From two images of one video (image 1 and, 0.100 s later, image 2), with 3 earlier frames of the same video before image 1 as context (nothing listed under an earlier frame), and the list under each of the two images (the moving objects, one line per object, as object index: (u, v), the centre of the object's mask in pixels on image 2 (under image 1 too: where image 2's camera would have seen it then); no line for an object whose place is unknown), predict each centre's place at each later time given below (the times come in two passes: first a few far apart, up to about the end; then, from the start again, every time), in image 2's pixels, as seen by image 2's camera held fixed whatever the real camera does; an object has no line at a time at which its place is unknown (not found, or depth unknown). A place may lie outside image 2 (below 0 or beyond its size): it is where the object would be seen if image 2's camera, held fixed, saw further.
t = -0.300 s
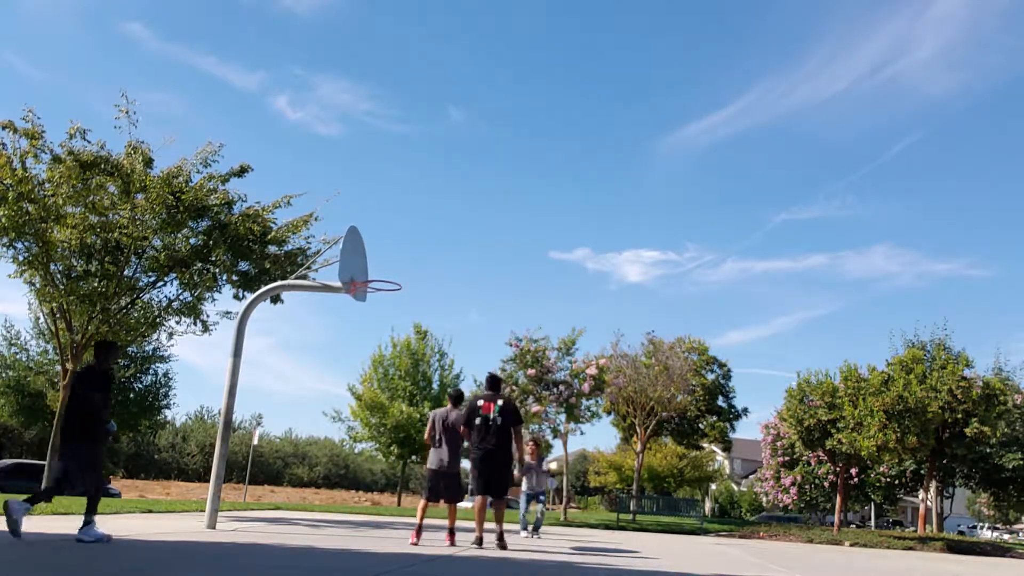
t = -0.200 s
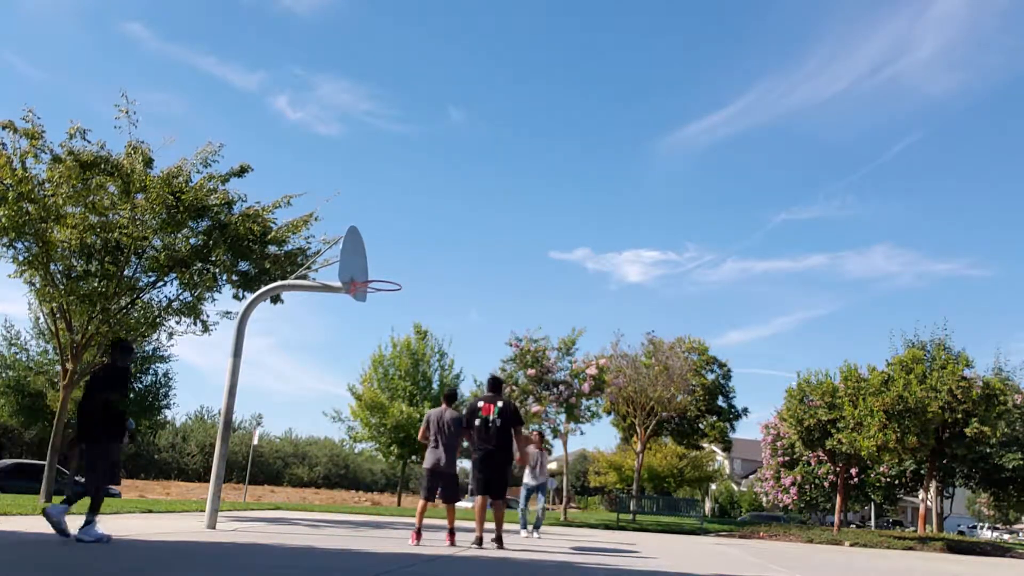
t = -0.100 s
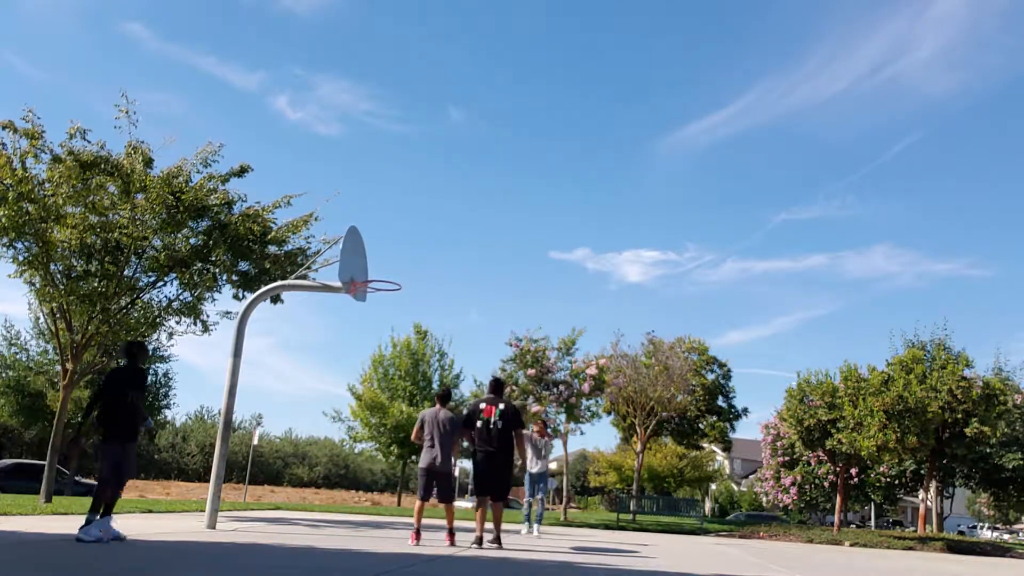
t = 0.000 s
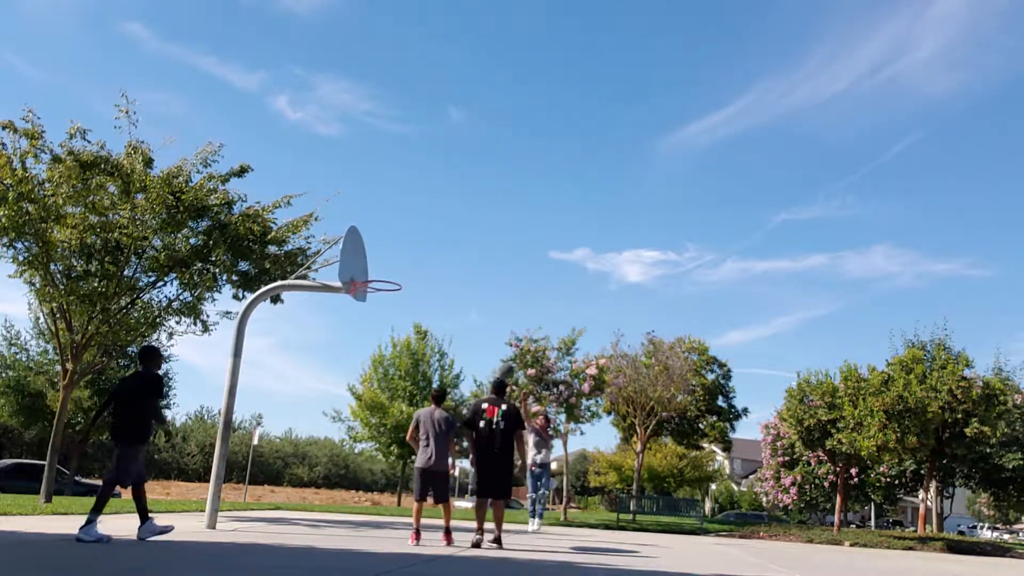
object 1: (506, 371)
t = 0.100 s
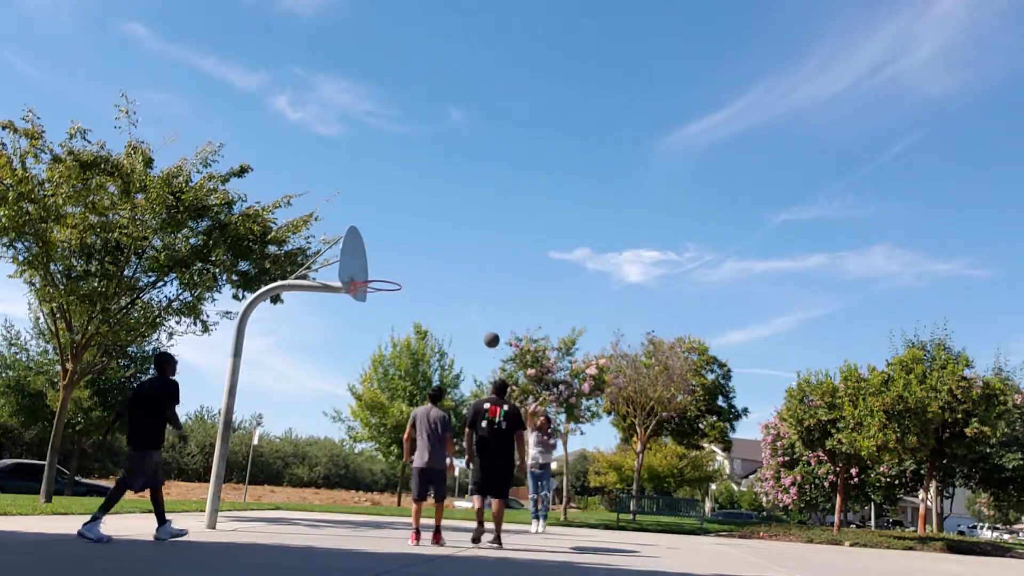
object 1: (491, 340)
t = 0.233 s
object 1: (471, 308)
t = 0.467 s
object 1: (431, 280)
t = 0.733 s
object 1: (386, 287)
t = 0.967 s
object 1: (376, 310)
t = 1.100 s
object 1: (370, 339)
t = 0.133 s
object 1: (487, 331)
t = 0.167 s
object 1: (482, 323)
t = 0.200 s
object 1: (477, 315)
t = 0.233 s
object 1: (471, 308)
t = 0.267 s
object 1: (466, 302)
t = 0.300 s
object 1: (461, 297)
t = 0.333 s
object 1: (455, 292)
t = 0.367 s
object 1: (449, 287)
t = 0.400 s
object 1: (443, 284)
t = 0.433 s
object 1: (437, 282)
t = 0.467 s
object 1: (431, 280)
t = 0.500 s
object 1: (425, 279)
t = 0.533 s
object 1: (418, 278)
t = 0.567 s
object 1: (412, 279)
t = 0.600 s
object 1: (406, 280)
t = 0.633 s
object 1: (398, 282)
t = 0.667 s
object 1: (392, 285)
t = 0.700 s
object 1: (387, 287)
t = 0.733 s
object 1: (386, 287)
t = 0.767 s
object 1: (385, 288)
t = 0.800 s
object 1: (383, 290)
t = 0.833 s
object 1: (382, 293)
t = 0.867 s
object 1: (381, 296)
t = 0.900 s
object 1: (379, 300)
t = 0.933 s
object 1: (378, 305)
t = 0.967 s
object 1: (376, 310)
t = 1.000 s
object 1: (375, 316)
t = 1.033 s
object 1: (373, 323)
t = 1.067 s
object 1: (371, 331)
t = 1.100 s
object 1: (370, 339)
